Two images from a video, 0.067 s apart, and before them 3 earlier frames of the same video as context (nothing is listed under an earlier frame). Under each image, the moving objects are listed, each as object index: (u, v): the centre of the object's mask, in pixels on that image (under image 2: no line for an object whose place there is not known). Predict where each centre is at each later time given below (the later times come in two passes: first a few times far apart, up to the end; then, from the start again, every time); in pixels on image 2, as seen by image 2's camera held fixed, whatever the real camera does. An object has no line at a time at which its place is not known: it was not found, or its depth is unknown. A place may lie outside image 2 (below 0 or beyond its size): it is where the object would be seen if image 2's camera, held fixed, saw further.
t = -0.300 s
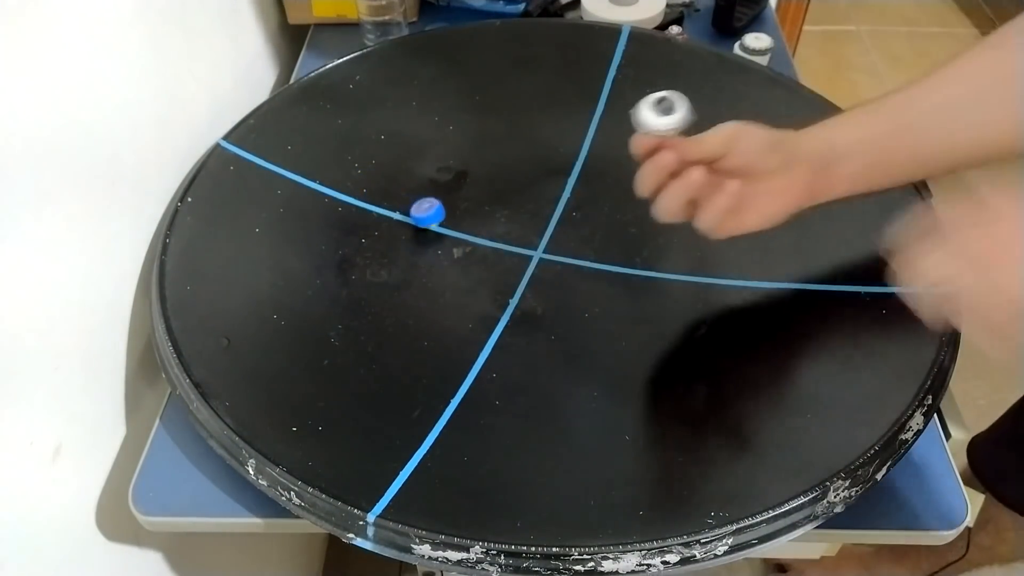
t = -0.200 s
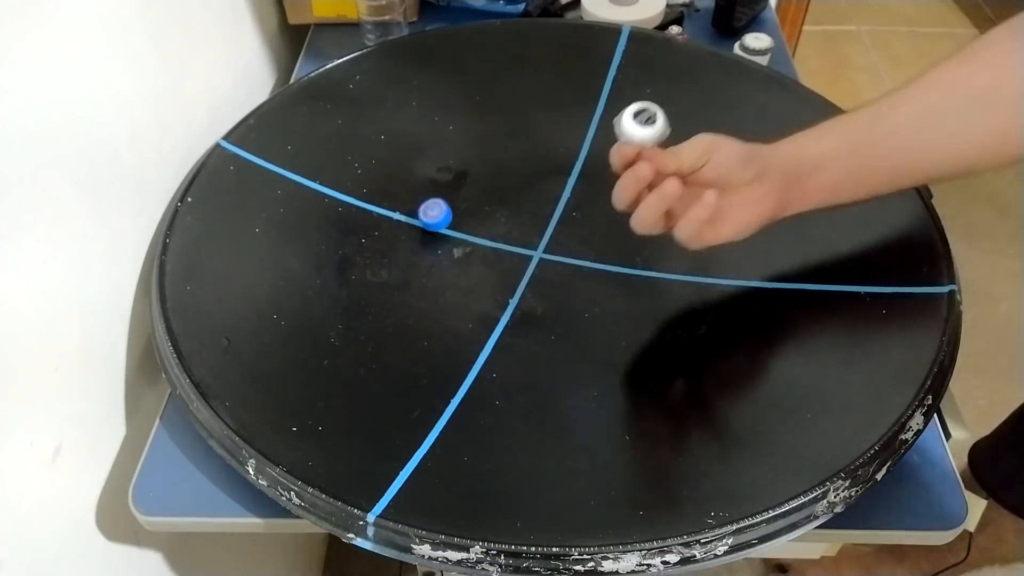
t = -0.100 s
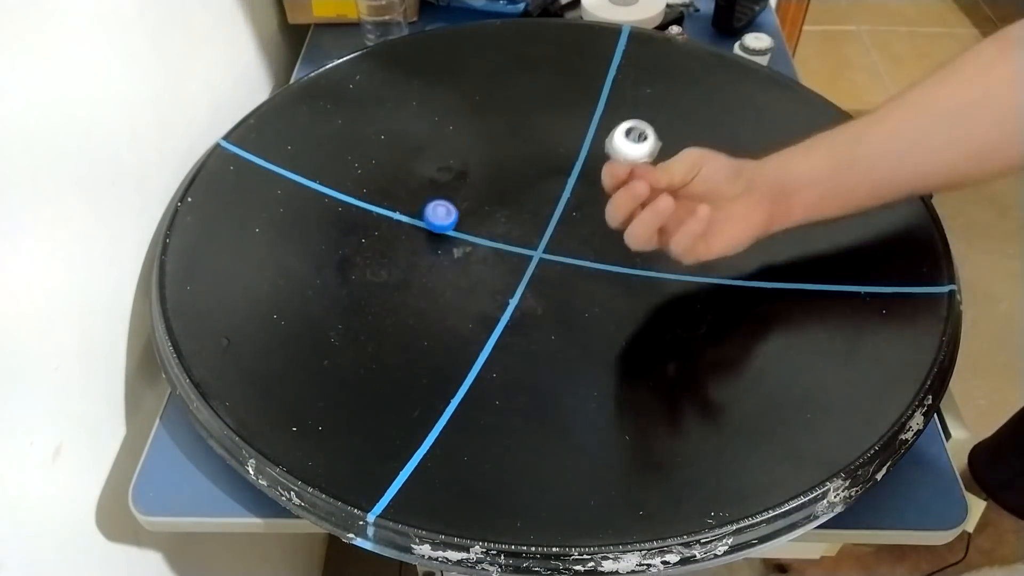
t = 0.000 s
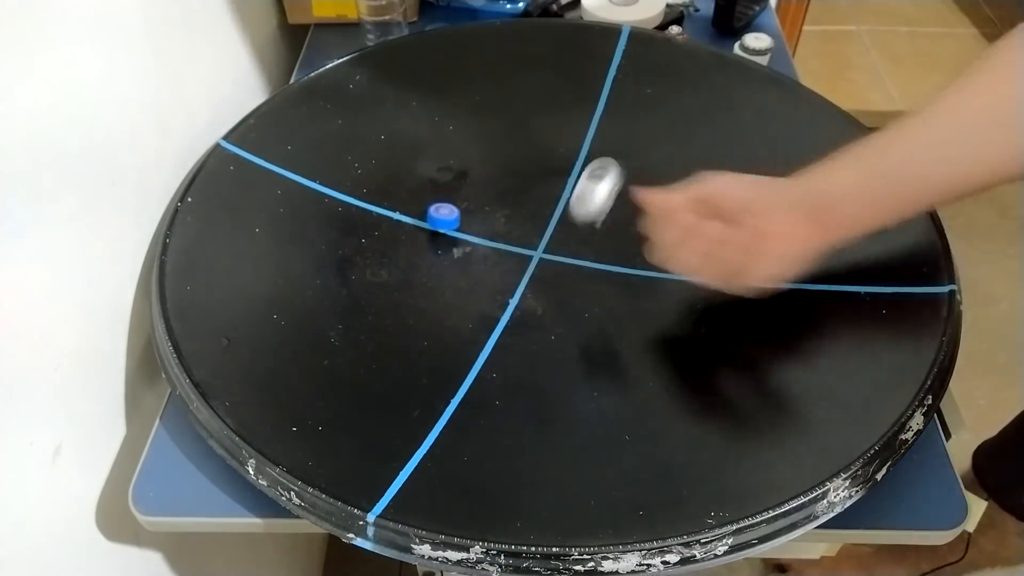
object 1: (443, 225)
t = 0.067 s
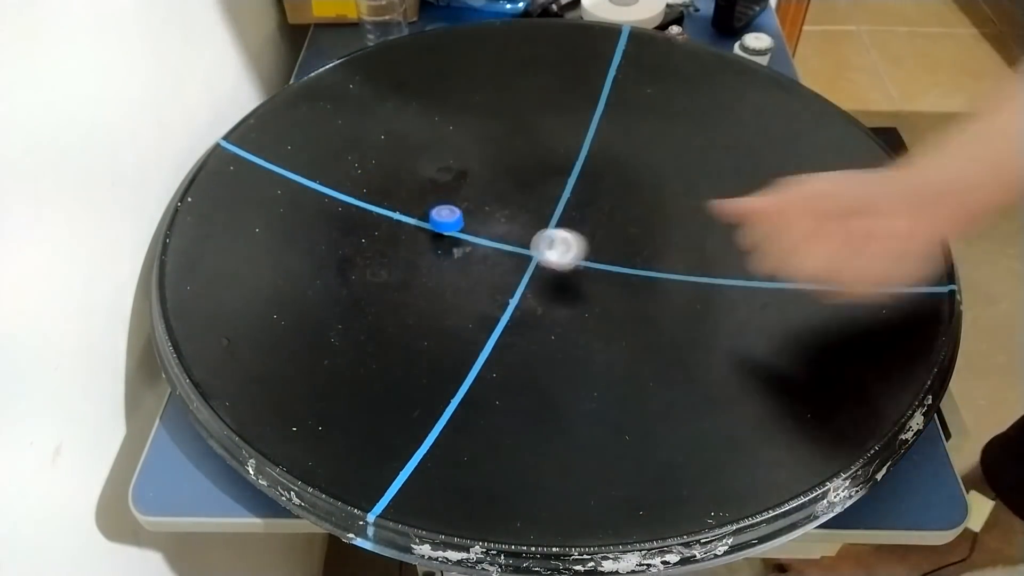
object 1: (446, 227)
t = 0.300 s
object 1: (461, 226)
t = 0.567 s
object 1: (468, 227)
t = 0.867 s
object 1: (476, 222)
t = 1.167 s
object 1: (485, 224)
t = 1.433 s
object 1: (485, 223)
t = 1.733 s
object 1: (486, 228)
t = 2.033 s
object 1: (506, 184)
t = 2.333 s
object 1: (492, 203)
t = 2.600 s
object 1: (503, 220)
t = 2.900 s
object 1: (488, 225)
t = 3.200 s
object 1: (498, 269)
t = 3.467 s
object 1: (495, 252)
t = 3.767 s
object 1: (509, 263)
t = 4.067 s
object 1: (510, 265)
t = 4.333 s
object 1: (512, 263)
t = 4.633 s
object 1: (511, 264)
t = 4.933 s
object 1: (506, 267)
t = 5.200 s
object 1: (509, 265)
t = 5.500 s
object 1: (507, 266)
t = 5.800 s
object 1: (507, 267)
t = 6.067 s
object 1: (507, 269)
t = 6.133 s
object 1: (507, 269)
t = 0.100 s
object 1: (447, 228)
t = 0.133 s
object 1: (449, 228)
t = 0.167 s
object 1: (450, 227)
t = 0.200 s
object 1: (454, 218)
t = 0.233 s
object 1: (460, 220)
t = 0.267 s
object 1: (459, 226)
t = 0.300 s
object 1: (461, 226)
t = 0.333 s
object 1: (463, 225)
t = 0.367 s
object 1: (464, 229)
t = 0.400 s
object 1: (465, 229)
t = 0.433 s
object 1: (465, 229)
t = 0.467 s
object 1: (466, 228)
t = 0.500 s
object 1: (467, 228)
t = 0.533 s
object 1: (467, 228)
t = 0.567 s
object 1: (468, 227)
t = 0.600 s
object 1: (469, 227)
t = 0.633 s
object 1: (471, 220)
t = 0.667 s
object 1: (472, 220)
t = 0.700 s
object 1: (472, 220)
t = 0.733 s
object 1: (472, 221)
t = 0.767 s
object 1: (473, 221)
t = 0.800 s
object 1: (474, 221)
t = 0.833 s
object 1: (474, 222)
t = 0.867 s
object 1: (476, 222)
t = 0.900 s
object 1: (477, 223)
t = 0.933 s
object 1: (478, 223)
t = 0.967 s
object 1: (478, 223)
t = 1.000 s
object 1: (480, 224)
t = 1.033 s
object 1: (481, 224)
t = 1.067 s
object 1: (482, 224)
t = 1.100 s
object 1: (483, 224)
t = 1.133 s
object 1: (484, 224)
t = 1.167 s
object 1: (485, 224)
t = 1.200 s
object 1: (485, 224)
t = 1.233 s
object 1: (486, 224)
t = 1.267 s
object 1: (486, 224)
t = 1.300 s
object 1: (486, 223)
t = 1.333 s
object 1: (486, 223)
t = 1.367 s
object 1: (486, 223)
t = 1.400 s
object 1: (486, 223)
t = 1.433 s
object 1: (485, 223)
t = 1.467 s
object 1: (485, 223)
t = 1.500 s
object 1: (485, 223)
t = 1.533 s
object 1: (485, 224)
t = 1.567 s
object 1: (485, 224)
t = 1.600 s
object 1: (485, 225)
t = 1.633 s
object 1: (485, 226)
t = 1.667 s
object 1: (485, 226)
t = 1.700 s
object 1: (486, 227)
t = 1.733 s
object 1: (486, 228)
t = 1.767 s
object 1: (487, 228)
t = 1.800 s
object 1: (489, 227)
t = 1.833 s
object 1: (498, 219)
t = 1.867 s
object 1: (506, 208)
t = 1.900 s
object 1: (510, 200)
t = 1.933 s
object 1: (512, 193)
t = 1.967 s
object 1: (512, 188)
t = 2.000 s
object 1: (509, 185)
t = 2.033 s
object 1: (506, 184)
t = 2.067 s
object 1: (502, 183)
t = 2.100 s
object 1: (498, 182)
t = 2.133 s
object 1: (494, 183)
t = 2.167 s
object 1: (491, 187)
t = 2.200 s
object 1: (488, 190)
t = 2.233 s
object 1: (488, 196)
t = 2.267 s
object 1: (488, 199)
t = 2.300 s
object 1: (490, 202)
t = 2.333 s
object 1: (492, 203)
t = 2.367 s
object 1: (493, 204)
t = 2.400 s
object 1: (494, 204)
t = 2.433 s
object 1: (495, 206)
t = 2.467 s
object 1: (498, 208)
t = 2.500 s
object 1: (499, 211)
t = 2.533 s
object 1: (501, 214)
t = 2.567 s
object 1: (502, 217)
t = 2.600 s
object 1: (503, 220)
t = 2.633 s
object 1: (506, 221)
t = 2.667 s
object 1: (507, 221)
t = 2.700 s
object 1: (507, 221)
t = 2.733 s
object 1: (502, 219)
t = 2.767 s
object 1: (501, 219)
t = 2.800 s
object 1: (498, 220)
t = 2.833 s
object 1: (493, 221)
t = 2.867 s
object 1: (491, 223)
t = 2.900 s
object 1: (488, 225)
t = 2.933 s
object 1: (494, 228)
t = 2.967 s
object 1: (499, 233)
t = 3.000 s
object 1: (504, 239)
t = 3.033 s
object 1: (508, 245)
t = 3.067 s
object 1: (511, 250)
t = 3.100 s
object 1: (511, 256)
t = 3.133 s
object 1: (509, 260)
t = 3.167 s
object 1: (504, 266)
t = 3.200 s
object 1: (498, 269)
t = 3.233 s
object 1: (493, 265)
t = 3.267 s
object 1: (489, 263)
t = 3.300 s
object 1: (486, 260)
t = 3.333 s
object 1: (487, 260)
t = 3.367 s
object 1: (489, 258)
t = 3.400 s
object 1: (492, 253)
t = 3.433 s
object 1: (493, 252)
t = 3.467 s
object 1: (495, 252)
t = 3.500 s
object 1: (503, 252)
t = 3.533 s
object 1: (501, 254)
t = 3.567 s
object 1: (503, 255)
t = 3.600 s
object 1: (507, 257)
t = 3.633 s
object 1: (508, 258)
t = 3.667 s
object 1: (508, 260)
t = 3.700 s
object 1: (509, 262)
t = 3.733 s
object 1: (510, 263)
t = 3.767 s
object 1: (509, 263)
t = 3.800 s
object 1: (509, 263)
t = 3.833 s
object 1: (509, 264)
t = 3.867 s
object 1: (508, 264)
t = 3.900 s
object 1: (508, 265)
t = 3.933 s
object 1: (508, 264)
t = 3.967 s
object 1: (508, 264)
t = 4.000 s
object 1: (508, 266)
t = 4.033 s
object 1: (509, 266)
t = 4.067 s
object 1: (510, 265)
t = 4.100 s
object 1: (510, 265)
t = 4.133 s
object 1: (511, 265)
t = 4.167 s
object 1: (511, 264)
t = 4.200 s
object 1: (511, 264)
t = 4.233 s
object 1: (512, 264)
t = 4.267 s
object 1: (512, 264)
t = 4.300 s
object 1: (512, 263)
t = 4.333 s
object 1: (512, 263)
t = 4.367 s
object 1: (512, 263)
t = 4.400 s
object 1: (513, 263)
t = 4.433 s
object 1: (512, 263)
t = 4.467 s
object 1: (512, 263)
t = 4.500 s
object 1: (512, 263)
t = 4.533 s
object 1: (512, 263)
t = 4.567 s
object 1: (512, 263)
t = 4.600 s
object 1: (512, 264)
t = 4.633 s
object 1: (511, 264)
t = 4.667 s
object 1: (511, 264)
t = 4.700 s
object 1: (510, 265)
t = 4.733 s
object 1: (510, 265)
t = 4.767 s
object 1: (509, 265)
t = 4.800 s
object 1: (509, 266)
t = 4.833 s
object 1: (508, 266)
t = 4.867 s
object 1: (507, 266)
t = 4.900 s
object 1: (507, 266)
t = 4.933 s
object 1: (506, 267)
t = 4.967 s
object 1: (506, 267)
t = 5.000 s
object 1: (507, 266)
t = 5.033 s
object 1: (507, 266)
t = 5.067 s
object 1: (507, 266)
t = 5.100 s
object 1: (508, 266)
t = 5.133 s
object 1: (508, 266)
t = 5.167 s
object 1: (509, 265)
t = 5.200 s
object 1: (509, 265)
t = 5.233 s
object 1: (509, 265)
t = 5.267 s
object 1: (509, 265)
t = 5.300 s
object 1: (509, 265)
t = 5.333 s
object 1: (509, 265)
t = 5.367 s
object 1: (509, 265)
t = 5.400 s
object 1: (509, 265)
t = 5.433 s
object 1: (508, 266)
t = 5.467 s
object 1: (508, 266)
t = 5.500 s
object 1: (507, 266)
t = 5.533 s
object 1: (507, 266)
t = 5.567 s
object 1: (507, 267)
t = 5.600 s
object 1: (507, 267)
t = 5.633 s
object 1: (507, 267)
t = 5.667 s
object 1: (507, 267)
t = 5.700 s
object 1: (507, 267)
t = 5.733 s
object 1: (507, 267)
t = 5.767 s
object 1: (507, 267)
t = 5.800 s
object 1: (507, 267)
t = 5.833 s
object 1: (507, 267)
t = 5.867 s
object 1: (507, 266)
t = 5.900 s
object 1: (508, 266)
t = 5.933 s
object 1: (508, 266)
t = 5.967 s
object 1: (508, 266)
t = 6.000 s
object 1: (508, 266)
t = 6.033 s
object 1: (508, 268)
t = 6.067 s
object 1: (507, 269)
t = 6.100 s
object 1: (507, 269)
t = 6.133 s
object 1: (507, 269)
